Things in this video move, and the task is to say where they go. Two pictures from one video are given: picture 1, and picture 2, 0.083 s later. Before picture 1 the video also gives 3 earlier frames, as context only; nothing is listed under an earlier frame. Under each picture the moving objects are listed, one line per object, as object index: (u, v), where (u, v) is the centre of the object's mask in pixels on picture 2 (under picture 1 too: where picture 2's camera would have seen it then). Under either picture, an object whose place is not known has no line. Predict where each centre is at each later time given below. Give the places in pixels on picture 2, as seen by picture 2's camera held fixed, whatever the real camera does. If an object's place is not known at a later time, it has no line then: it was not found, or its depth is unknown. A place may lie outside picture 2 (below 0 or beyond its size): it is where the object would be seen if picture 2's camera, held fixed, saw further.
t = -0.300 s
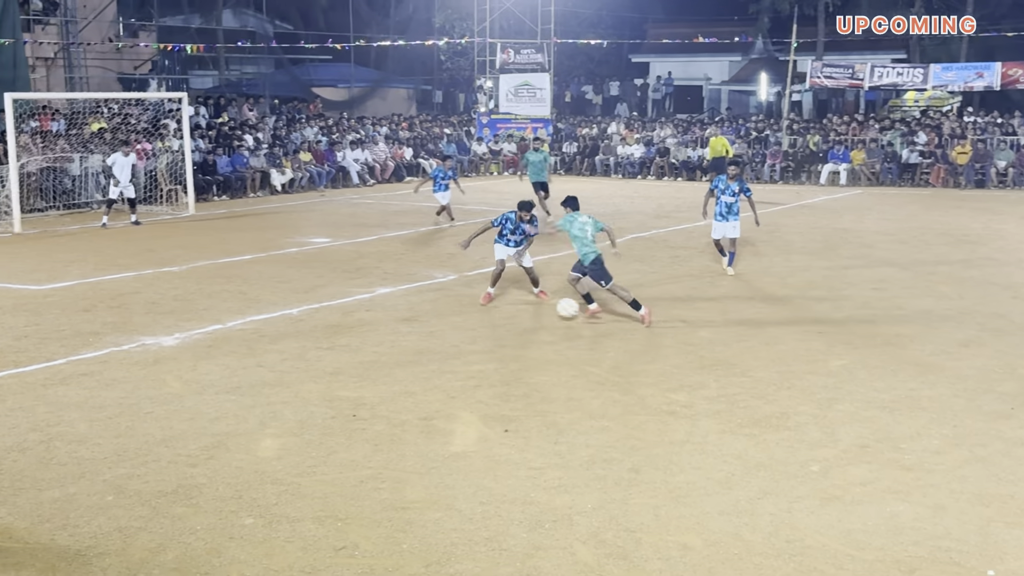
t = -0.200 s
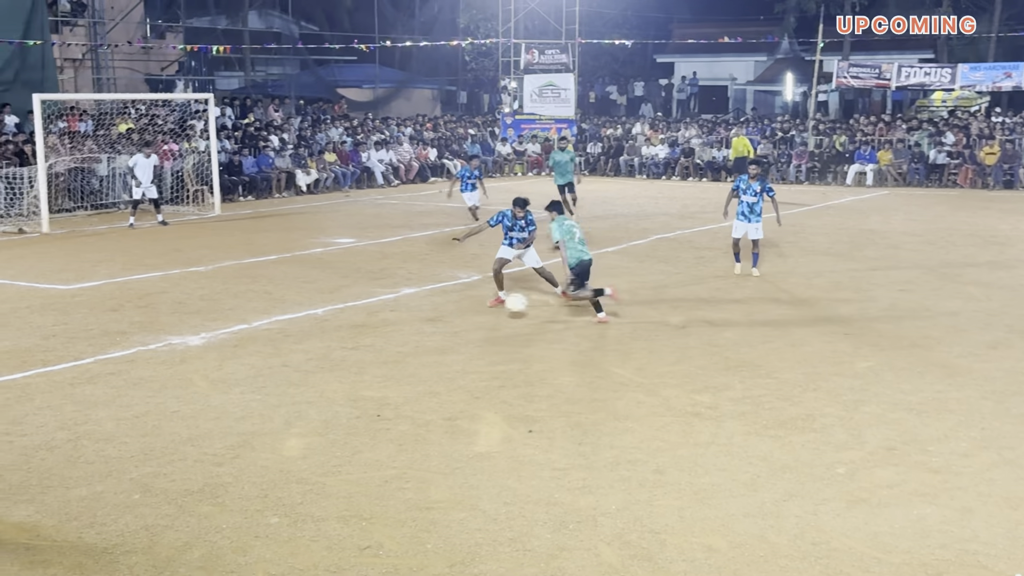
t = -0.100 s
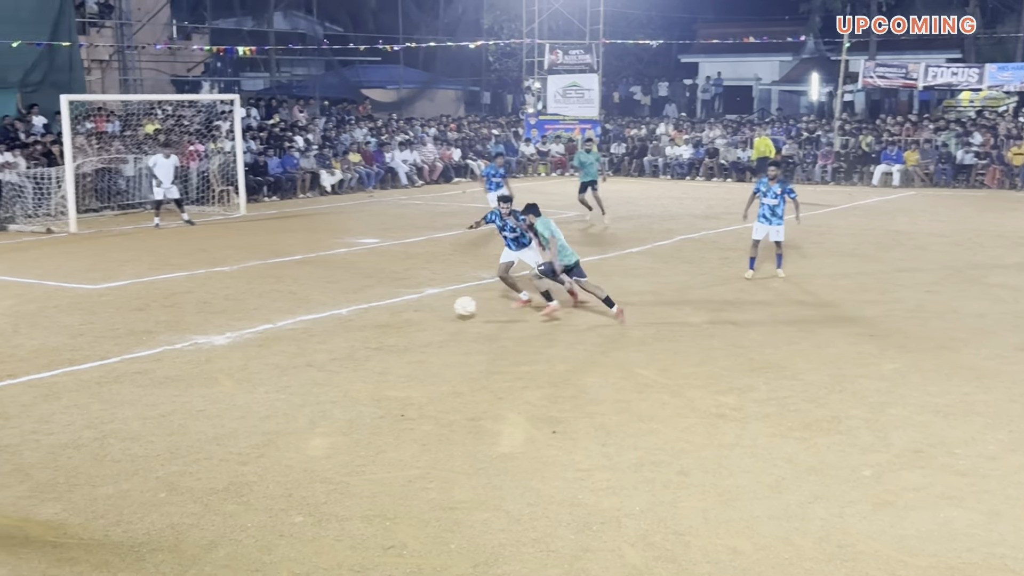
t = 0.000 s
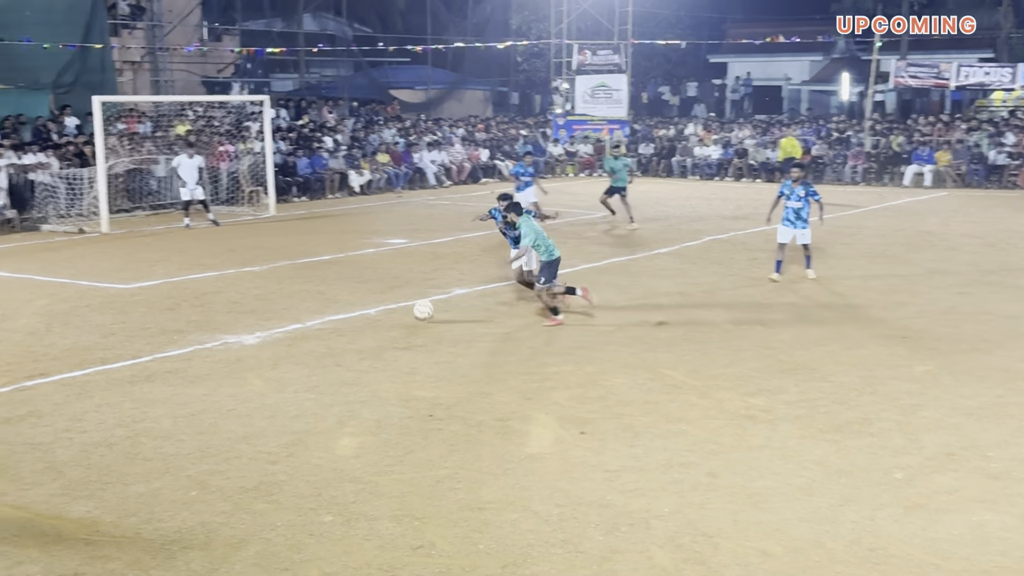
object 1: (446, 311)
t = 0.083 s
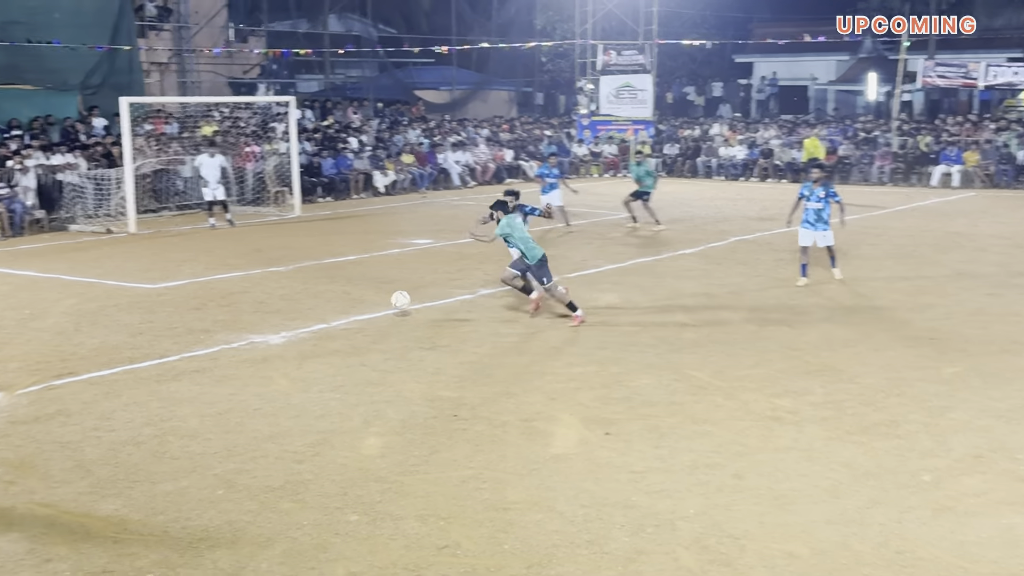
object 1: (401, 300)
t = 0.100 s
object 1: (391, 299)
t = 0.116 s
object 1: (382, 298)
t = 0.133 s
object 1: (373, 297)
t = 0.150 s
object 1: (364, 296)
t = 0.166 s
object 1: (354, 296)
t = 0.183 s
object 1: (345, 296)
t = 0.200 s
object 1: (336, 297)
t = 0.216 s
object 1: (327, 297)
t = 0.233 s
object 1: (318, 298)
